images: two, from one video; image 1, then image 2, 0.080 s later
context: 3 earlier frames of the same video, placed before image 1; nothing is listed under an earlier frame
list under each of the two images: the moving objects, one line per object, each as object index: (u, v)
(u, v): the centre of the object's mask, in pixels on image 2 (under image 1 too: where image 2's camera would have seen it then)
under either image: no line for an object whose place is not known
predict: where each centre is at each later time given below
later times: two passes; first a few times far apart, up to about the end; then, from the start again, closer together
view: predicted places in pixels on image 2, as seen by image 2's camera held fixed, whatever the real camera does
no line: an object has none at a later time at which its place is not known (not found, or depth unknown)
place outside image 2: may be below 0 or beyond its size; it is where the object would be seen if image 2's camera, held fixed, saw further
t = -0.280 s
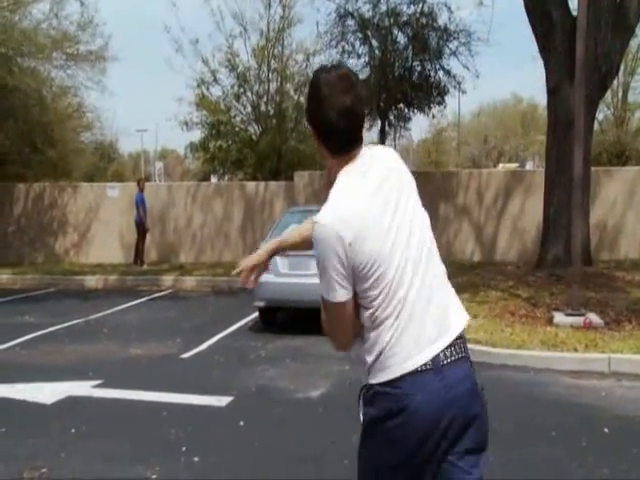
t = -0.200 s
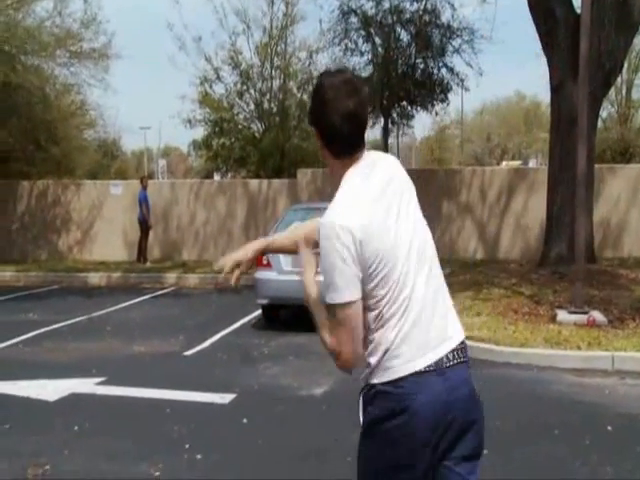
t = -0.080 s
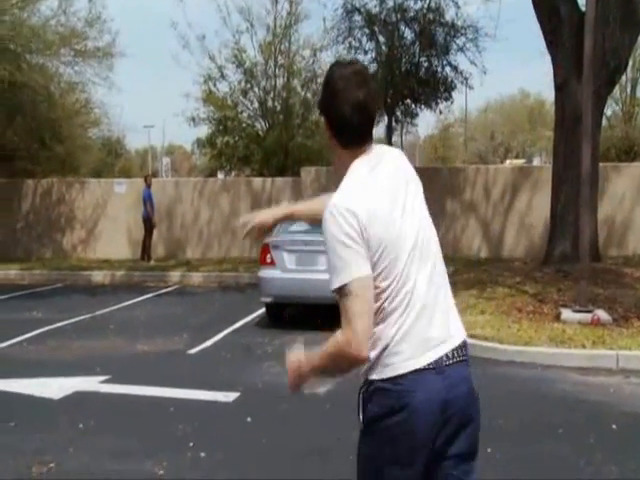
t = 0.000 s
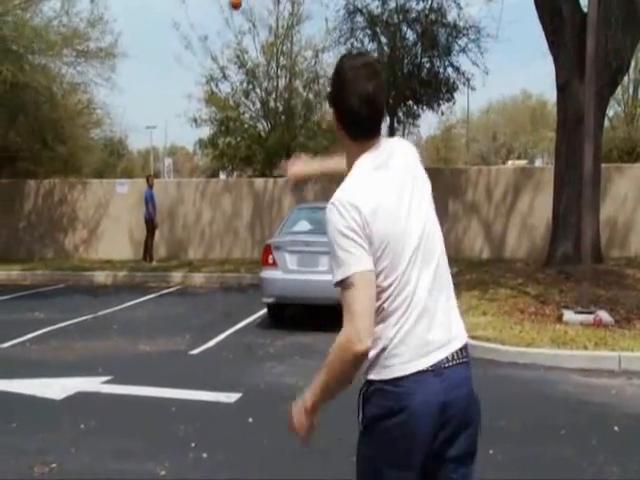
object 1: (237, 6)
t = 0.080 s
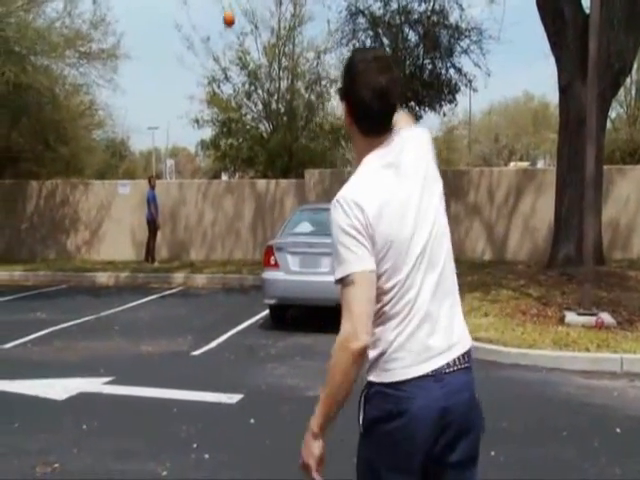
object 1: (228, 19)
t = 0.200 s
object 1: (217, 45)
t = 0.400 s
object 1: (207, 91)
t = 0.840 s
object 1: (180, 201)
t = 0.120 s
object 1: (225, 28)
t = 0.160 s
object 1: (221, 37)
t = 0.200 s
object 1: (217, 45)
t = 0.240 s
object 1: (215, 54)
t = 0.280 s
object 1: (214, 63)
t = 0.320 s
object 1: (210, 74)
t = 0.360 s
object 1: (208, 82)
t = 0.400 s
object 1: (207, 91)
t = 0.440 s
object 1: (205, 102)
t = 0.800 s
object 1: (188, 201)
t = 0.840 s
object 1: (180, 201)
